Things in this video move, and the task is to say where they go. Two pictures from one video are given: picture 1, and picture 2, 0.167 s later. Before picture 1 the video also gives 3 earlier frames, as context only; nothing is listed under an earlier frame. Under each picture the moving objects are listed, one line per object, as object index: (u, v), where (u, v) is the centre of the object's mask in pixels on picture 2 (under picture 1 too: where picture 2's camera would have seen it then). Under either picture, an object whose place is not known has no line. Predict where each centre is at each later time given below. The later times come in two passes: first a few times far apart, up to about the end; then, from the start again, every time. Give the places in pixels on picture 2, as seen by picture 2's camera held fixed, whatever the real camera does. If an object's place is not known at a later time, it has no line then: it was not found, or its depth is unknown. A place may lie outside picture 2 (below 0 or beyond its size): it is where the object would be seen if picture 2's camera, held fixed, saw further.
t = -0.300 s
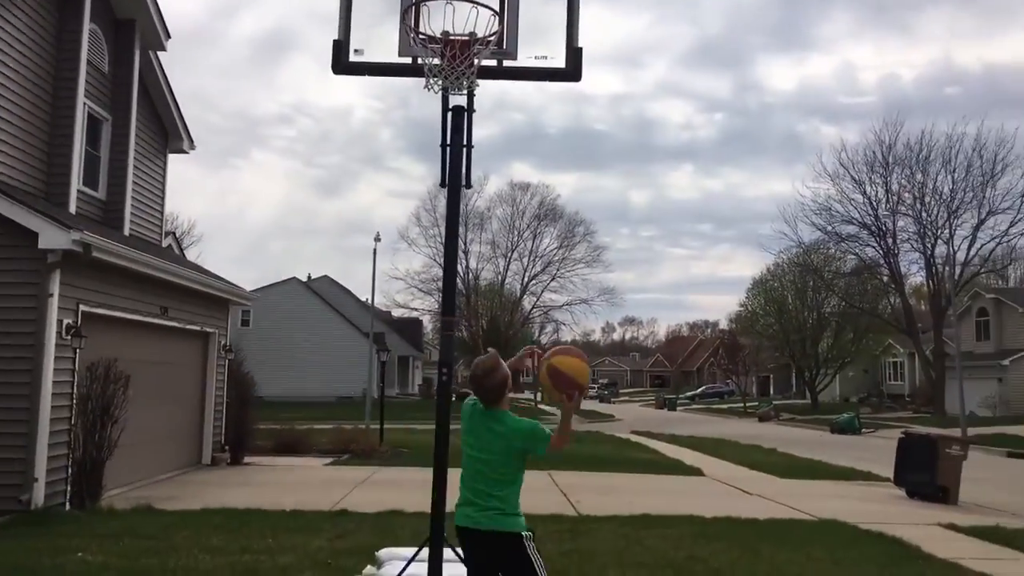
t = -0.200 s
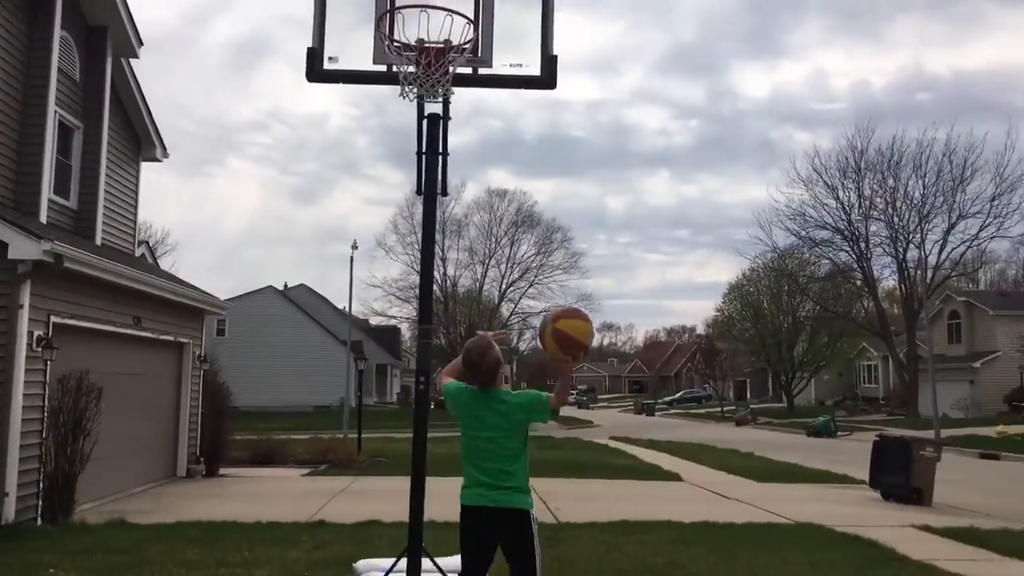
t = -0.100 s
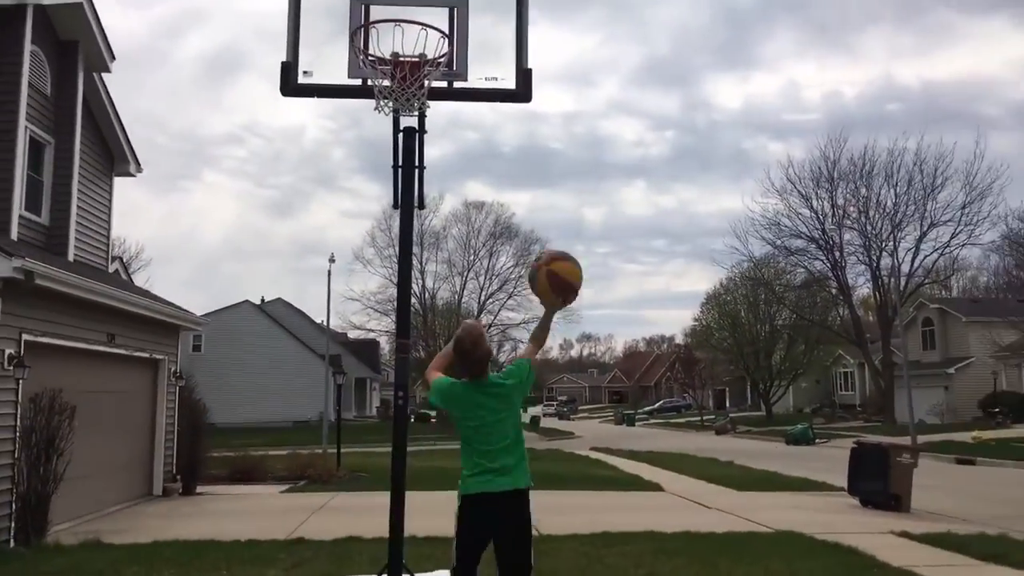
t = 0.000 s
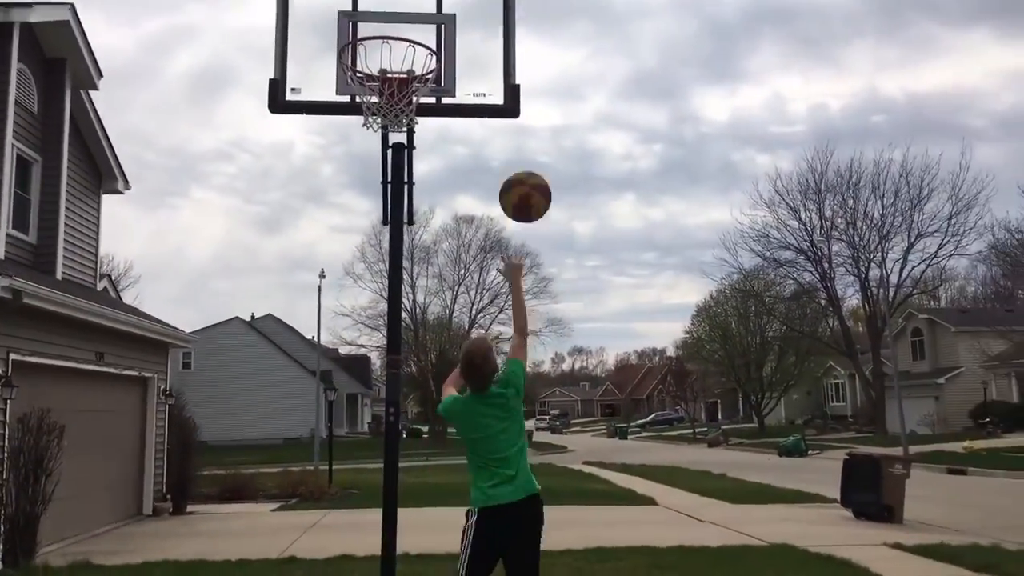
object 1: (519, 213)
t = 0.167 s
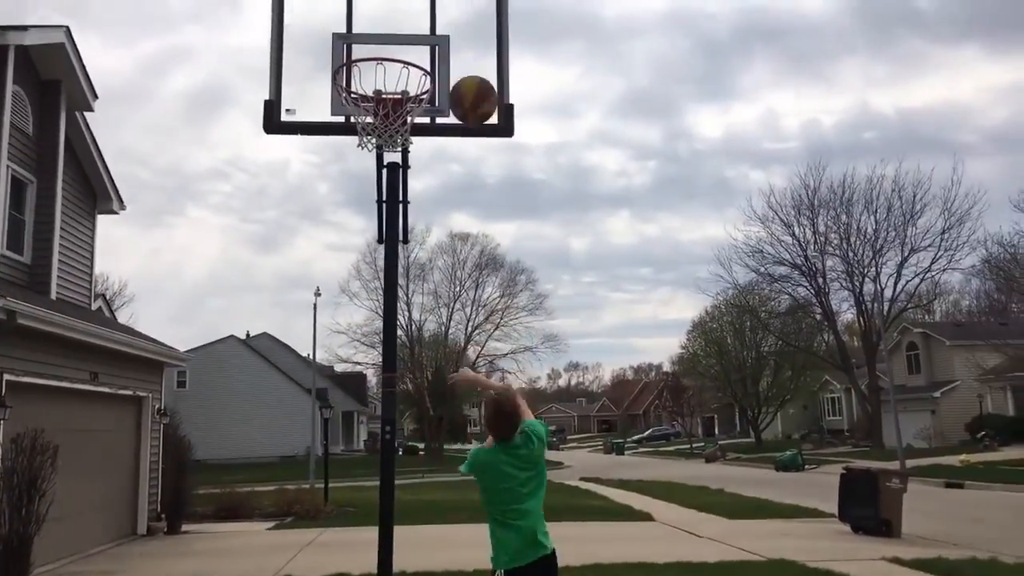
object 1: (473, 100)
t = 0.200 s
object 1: (464, 85)
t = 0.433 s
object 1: (419, 36)
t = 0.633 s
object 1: (396, 62)
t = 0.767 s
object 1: (383, 121)
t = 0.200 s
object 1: (464, 85)
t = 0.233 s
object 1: (456, 73)
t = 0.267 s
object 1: (447, 62)
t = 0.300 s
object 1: (440, 53)
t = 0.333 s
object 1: (432, 47)
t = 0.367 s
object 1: (427, 42)
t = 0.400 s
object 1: (422, 38)
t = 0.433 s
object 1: (419, 36)
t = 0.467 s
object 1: (415, 35)
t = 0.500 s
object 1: (411, 35)
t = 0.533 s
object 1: (408, 36)
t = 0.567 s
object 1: (403, 42)
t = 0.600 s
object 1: (400, 50)
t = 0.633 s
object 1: (396, 62)
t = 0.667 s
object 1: (392, 74)
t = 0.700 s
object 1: (389, 87)
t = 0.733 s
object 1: (385, 103)
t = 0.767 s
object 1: (383, 121)
